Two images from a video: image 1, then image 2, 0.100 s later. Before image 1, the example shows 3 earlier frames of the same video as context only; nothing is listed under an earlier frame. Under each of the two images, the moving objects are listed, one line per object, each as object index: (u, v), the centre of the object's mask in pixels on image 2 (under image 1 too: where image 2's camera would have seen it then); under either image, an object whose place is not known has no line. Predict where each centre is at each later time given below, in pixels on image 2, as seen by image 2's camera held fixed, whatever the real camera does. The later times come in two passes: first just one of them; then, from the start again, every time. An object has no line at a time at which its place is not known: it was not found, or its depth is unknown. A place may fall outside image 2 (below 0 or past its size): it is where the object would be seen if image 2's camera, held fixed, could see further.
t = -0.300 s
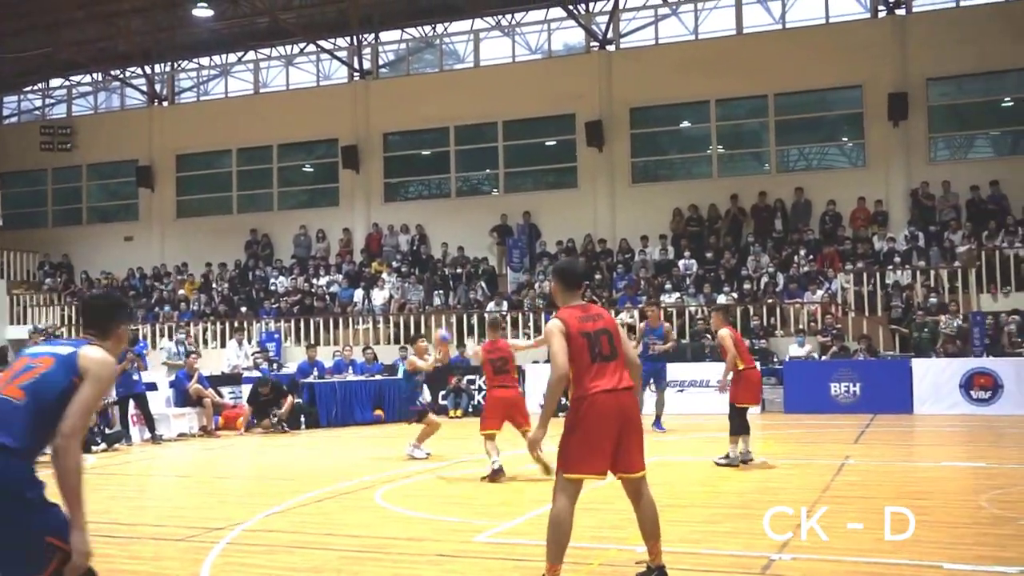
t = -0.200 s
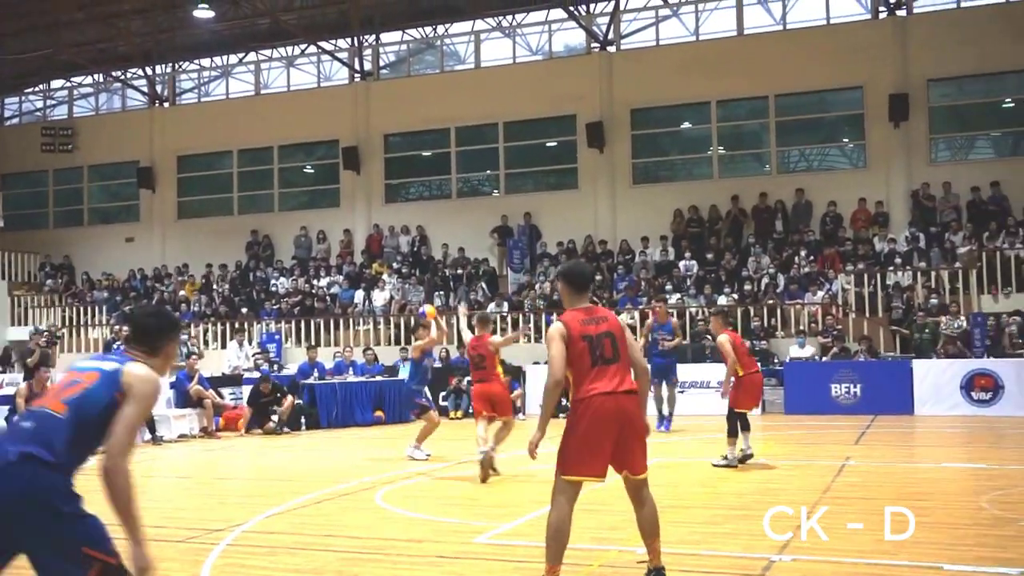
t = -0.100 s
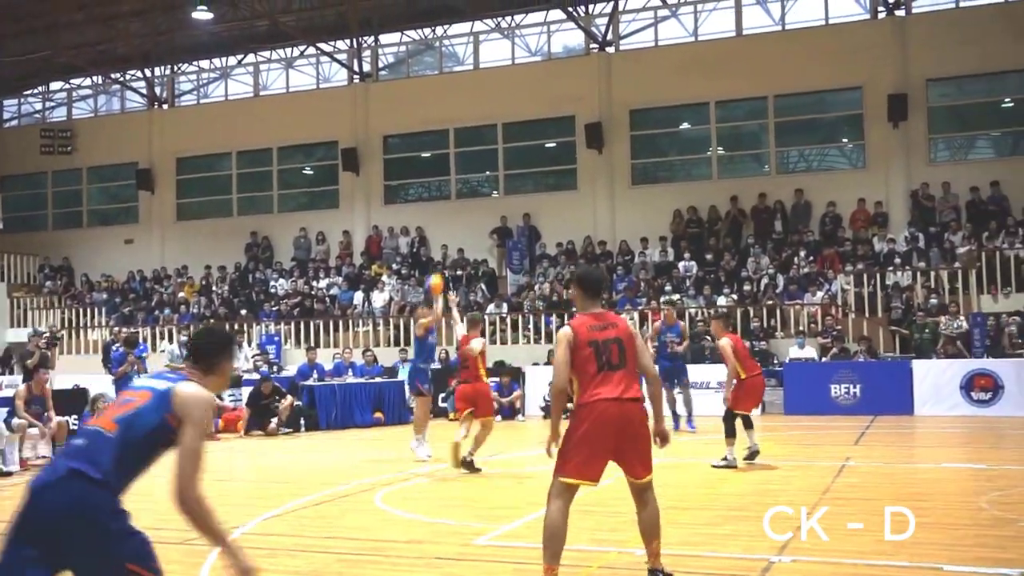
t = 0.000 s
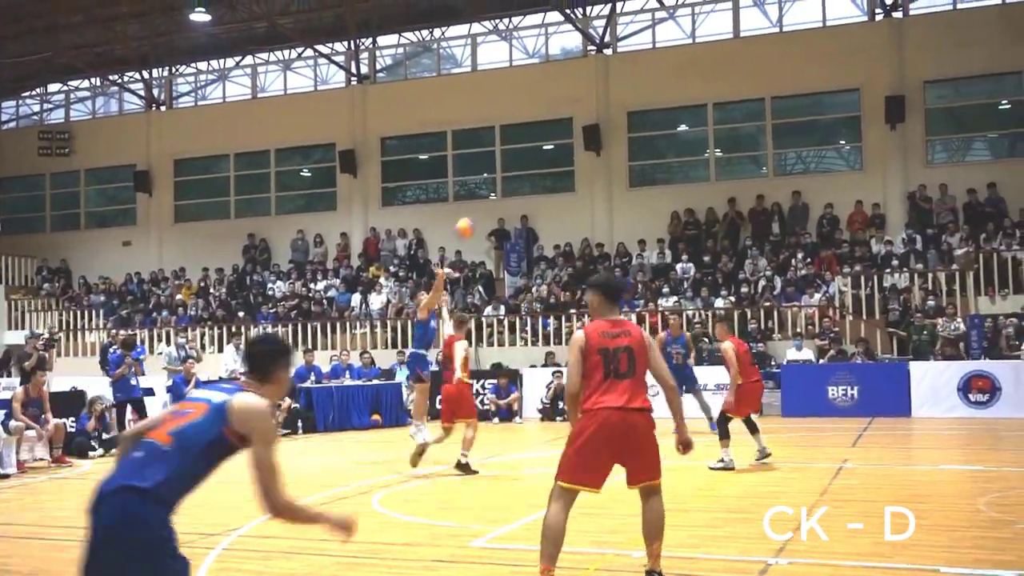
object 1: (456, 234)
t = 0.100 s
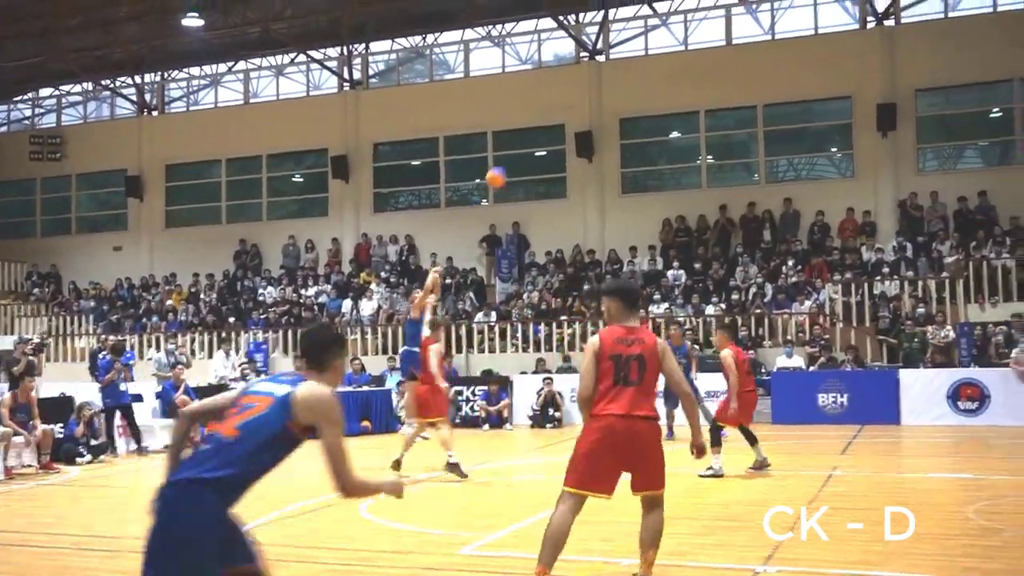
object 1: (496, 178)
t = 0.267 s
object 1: (565, 96)
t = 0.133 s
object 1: (509, 160)
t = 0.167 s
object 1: (523, 142)
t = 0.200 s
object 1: (536, 126)
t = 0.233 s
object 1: (551, 110)
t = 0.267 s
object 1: (565, 96)
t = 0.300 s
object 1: (579, 82)
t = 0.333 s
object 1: (594, 69)
